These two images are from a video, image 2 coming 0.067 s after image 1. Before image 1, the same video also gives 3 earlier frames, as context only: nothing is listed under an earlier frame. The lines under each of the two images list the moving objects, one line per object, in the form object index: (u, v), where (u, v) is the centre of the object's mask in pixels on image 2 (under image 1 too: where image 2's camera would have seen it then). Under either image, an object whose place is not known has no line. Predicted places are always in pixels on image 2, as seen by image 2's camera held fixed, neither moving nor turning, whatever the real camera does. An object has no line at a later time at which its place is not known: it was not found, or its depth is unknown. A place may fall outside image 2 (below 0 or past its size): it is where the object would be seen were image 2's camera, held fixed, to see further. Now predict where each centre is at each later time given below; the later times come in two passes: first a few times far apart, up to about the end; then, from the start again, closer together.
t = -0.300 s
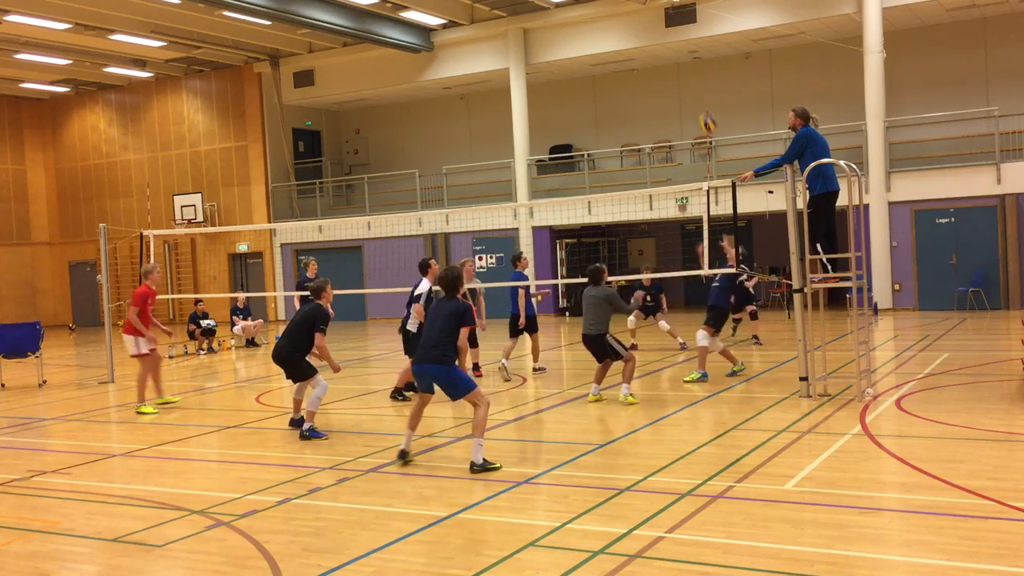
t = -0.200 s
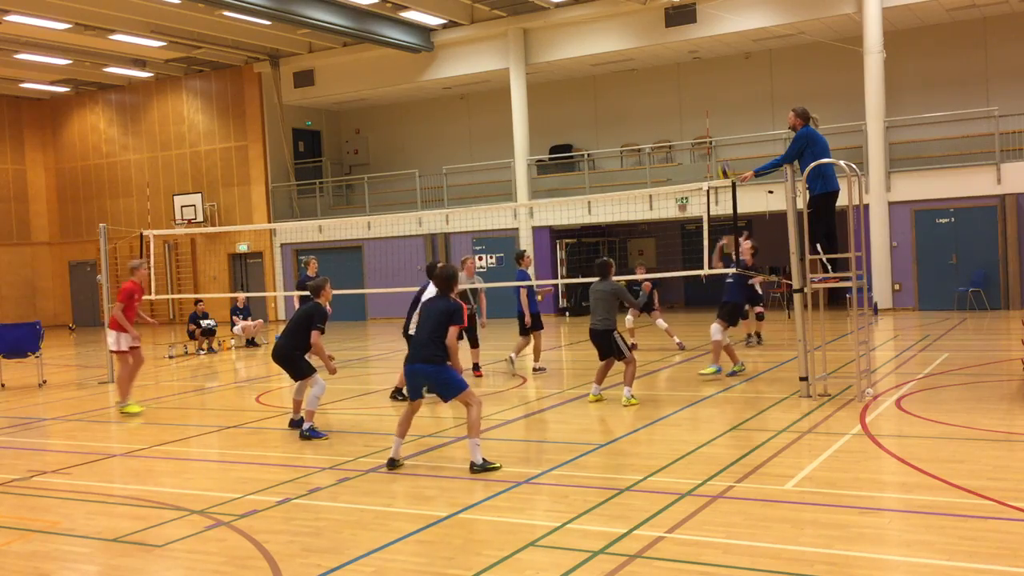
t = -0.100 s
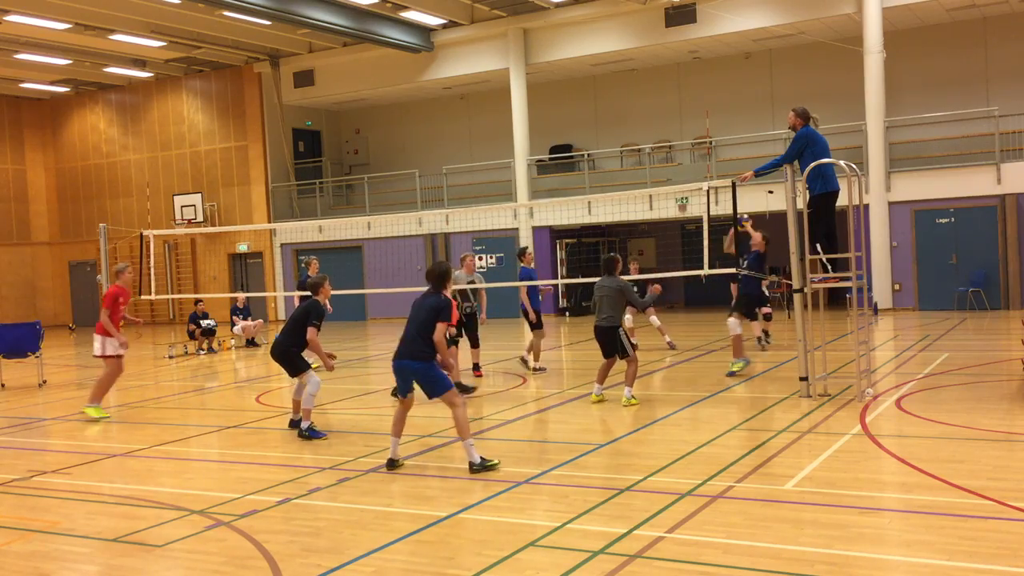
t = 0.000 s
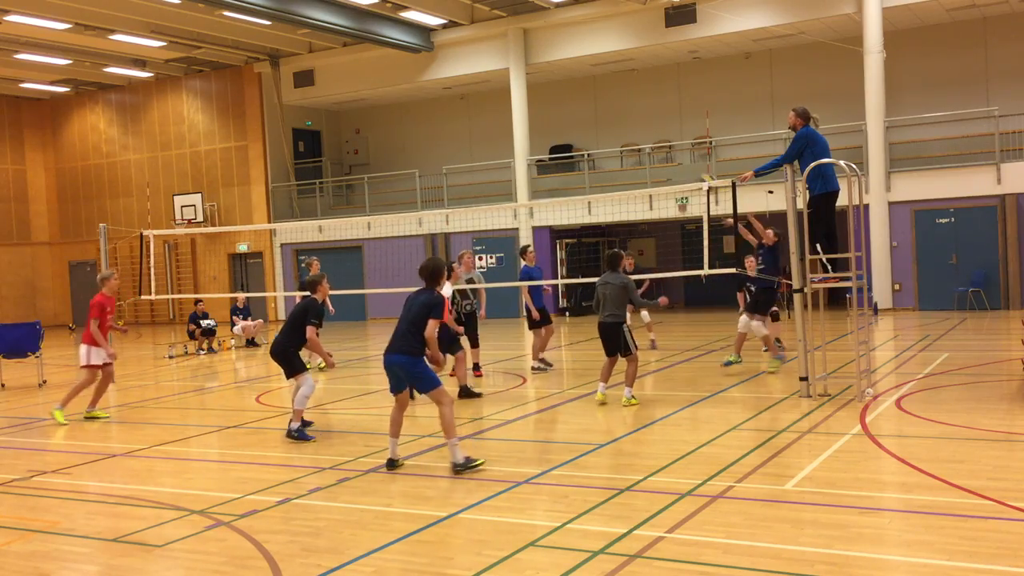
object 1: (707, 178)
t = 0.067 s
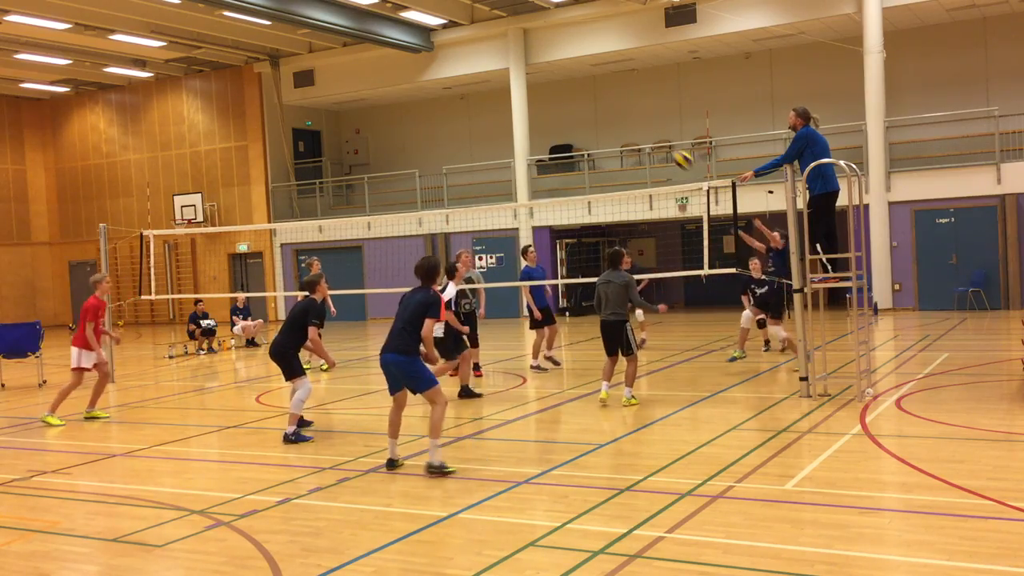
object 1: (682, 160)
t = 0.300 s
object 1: (587, 103)
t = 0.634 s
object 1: (450, 96)
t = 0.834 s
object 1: (366, 144)
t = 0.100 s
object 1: (669, 149)
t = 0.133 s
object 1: (655, 139)
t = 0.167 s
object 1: (642, 130)
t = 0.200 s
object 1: (628, 122)
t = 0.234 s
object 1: (615, 115)
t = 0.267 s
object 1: (601, 108)
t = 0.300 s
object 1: (587, 103)
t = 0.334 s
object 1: (573, 98)
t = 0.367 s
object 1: (560, 94)
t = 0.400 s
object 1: (548, 91)
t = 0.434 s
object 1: (534, 89)
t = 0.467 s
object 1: (519, 89)
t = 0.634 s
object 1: (450, 96)
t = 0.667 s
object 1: (436, 102)
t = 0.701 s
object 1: (422, 108)
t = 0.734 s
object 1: (408, 116)
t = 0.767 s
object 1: (394, 124)
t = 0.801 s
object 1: (380, 133)
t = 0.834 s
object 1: (366, 144)
